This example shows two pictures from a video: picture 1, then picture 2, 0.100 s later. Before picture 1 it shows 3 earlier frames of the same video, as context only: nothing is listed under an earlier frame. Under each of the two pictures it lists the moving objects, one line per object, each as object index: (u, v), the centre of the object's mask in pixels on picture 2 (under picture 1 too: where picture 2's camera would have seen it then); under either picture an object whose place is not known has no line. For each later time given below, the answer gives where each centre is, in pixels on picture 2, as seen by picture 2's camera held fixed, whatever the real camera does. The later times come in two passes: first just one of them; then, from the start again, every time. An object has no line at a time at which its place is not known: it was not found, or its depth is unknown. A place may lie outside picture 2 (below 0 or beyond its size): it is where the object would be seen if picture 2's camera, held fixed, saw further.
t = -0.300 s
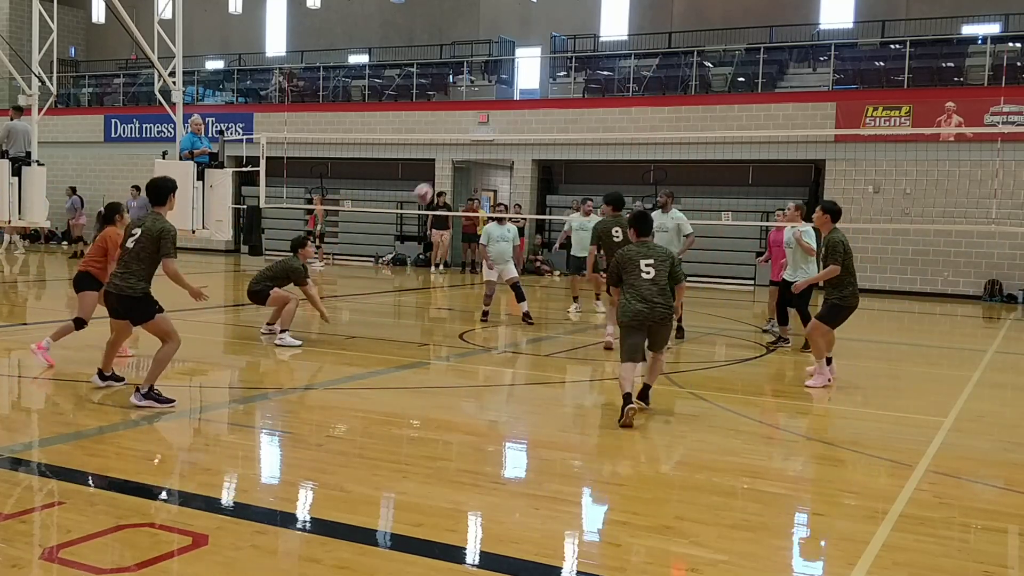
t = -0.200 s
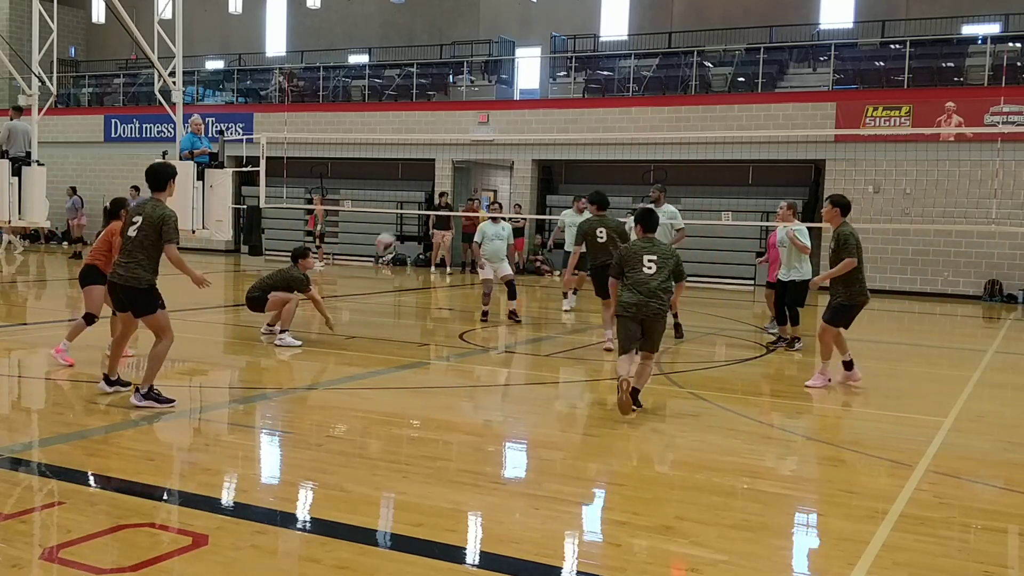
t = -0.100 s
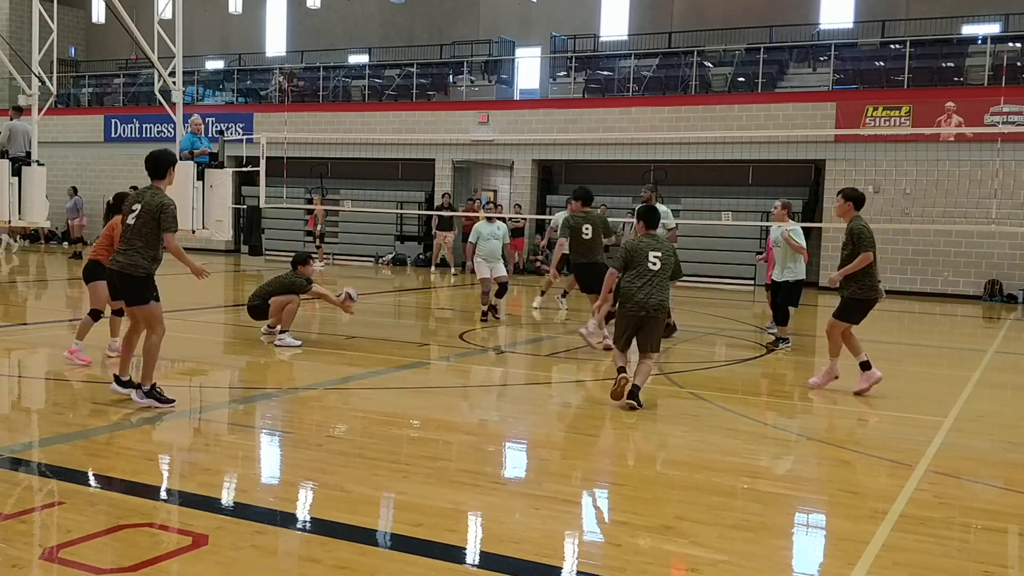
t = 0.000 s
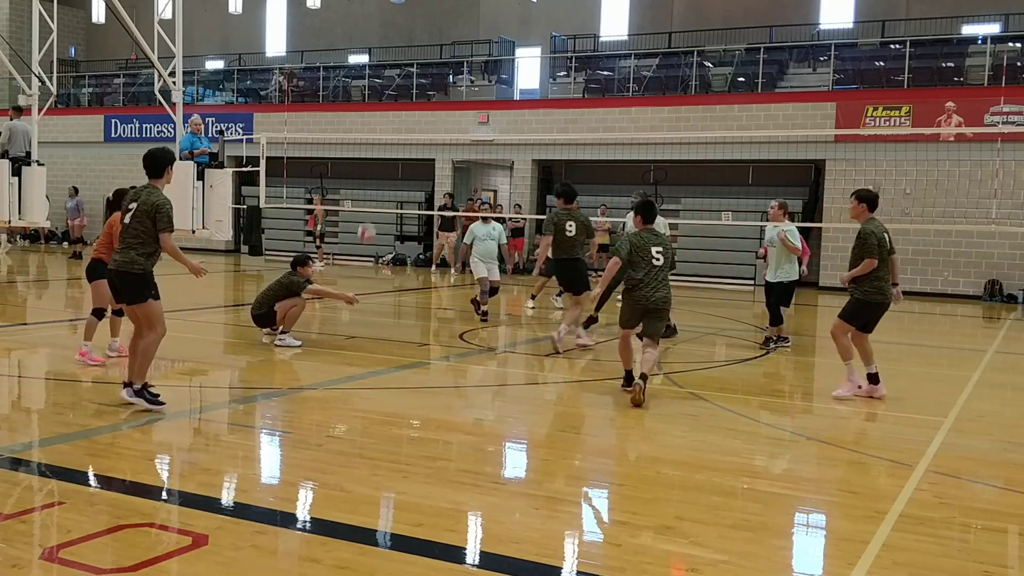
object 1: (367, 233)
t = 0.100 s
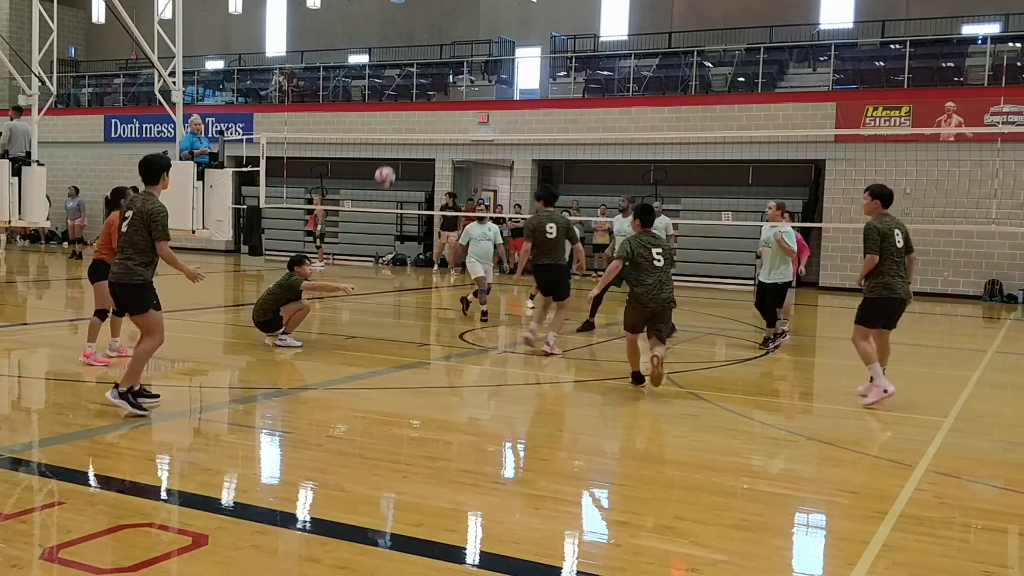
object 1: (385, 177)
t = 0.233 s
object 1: (410, 113)
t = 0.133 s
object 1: (391, 160)
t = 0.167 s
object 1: (396, 144)
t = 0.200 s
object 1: (403, 130)
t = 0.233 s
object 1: (410, 113)
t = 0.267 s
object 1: (416, 100)
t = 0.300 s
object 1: (422, 87)
